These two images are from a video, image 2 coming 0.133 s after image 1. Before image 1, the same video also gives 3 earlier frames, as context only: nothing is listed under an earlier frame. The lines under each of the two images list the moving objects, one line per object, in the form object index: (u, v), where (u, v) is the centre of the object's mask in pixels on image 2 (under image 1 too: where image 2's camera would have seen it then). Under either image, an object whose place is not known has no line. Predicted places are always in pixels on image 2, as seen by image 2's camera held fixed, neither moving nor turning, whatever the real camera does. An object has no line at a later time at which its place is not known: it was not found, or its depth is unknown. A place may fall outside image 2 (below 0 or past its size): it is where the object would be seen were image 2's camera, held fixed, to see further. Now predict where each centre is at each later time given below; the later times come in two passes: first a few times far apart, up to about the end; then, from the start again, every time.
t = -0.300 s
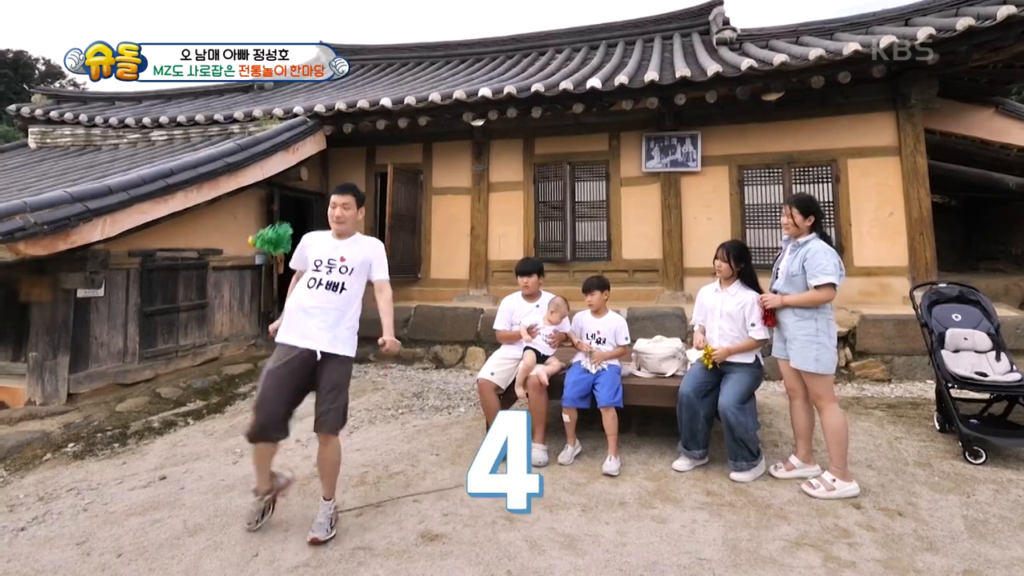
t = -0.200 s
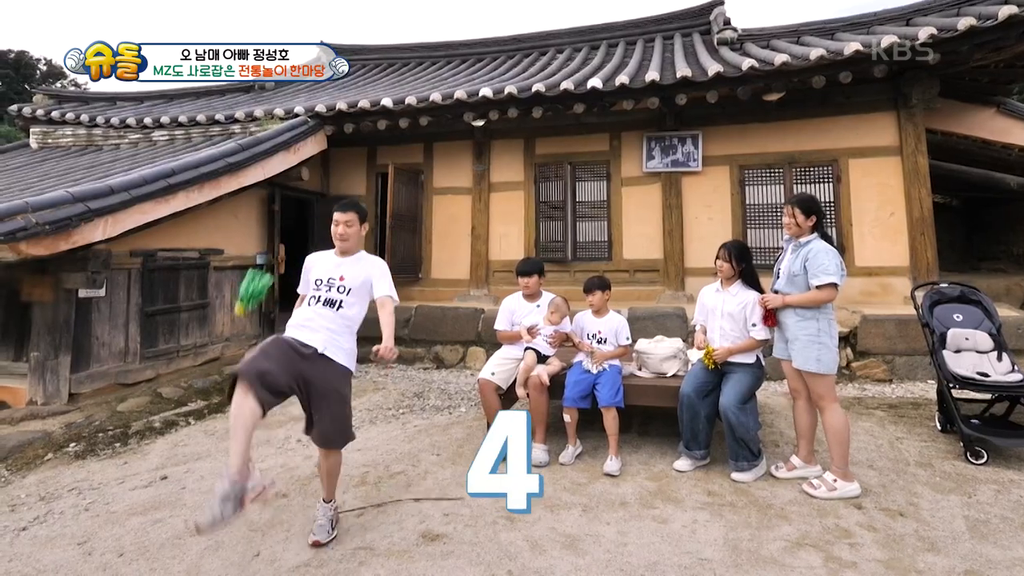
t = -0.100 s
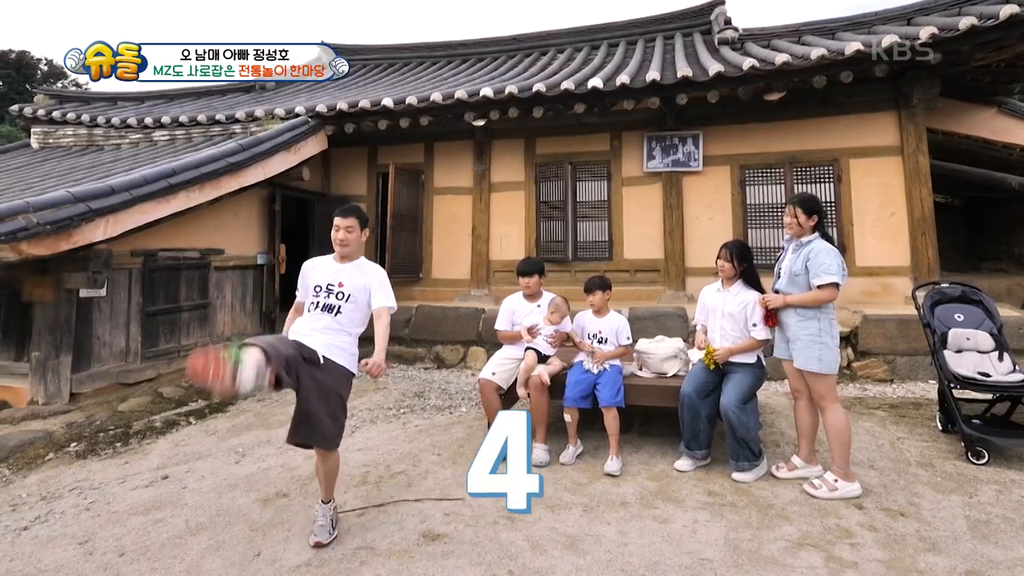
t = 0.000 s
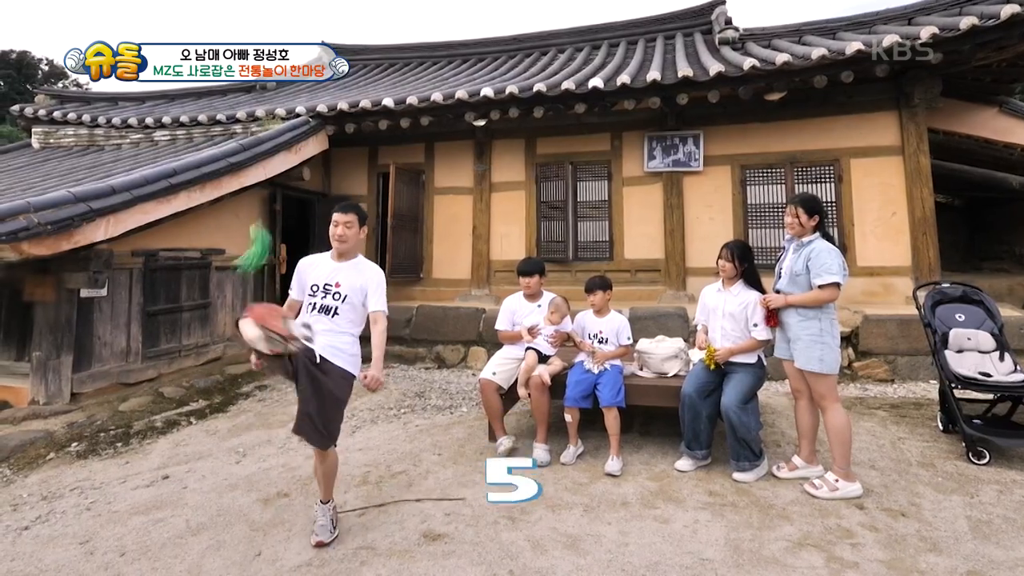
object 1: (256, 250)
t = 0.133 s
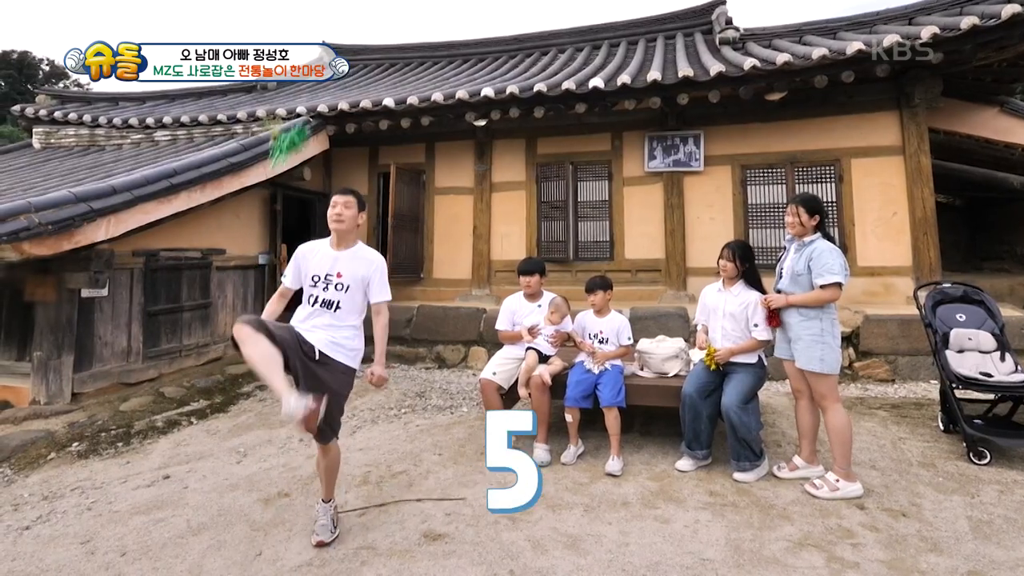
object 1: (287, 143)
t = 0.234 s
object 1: (301, 109)
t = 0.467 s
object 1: (313, 118)
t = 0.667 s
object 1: (324, 198)
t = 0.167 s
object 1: (293, 130)
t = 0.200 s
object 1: (298, 117)
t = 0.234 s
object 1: (301, 109)
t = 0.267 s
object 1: (303, 103)
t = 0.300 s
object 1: (304, 102)
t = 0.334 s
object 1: (306, 102)
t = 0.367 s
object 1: (308, 103)
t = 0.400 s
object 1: (309, 107)
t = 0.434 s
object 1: (312, 112)
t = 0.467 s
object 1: (313, 118)
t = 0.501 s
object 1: (316, 128)
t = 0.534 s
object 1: (319, 139)
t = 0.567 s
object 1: (319, 151)
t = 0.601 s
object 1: (321, 166)
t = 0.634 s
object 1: (322, 180)
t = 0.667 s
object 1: (324, 198)
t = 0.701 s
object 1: (325, 217)
